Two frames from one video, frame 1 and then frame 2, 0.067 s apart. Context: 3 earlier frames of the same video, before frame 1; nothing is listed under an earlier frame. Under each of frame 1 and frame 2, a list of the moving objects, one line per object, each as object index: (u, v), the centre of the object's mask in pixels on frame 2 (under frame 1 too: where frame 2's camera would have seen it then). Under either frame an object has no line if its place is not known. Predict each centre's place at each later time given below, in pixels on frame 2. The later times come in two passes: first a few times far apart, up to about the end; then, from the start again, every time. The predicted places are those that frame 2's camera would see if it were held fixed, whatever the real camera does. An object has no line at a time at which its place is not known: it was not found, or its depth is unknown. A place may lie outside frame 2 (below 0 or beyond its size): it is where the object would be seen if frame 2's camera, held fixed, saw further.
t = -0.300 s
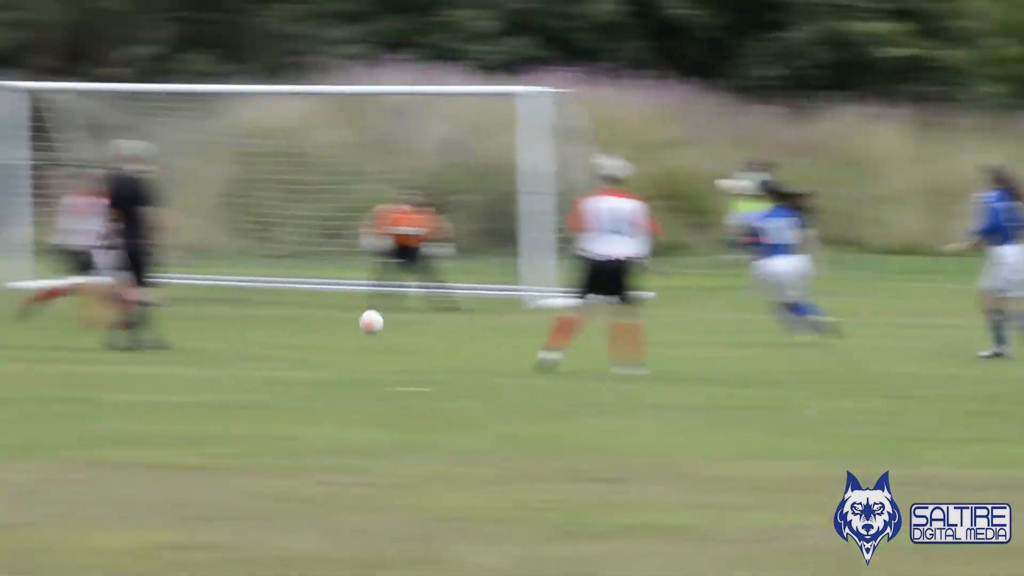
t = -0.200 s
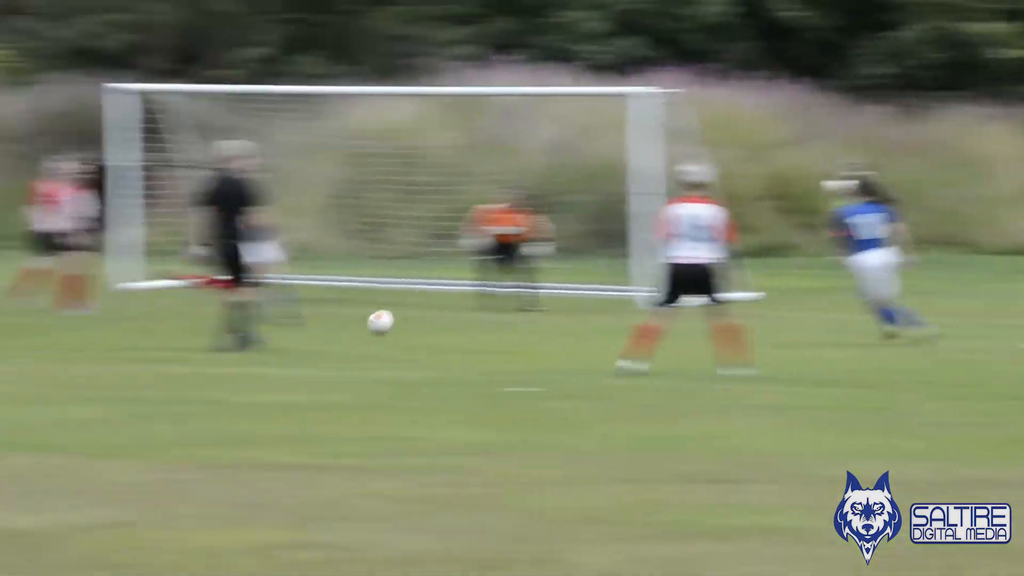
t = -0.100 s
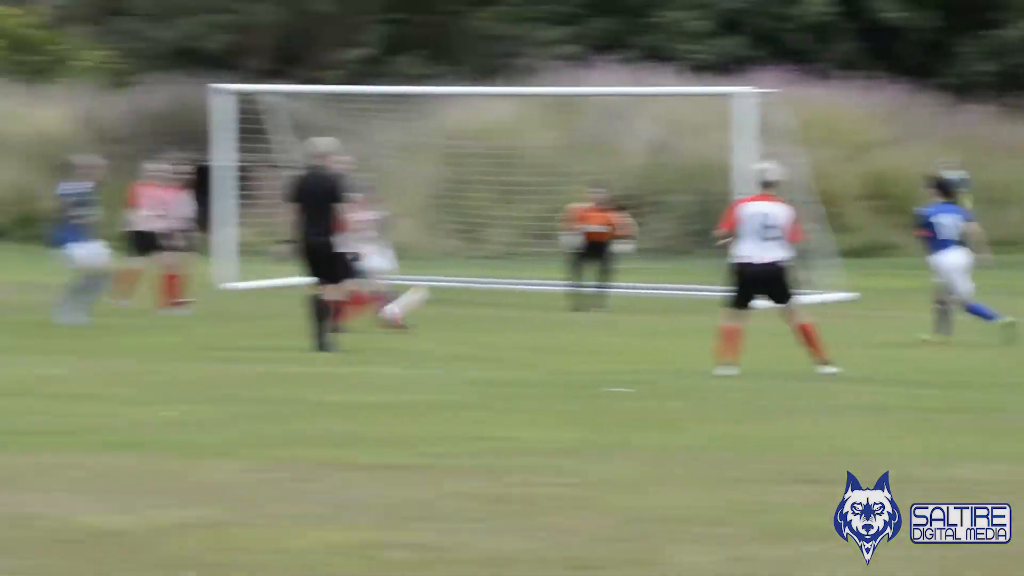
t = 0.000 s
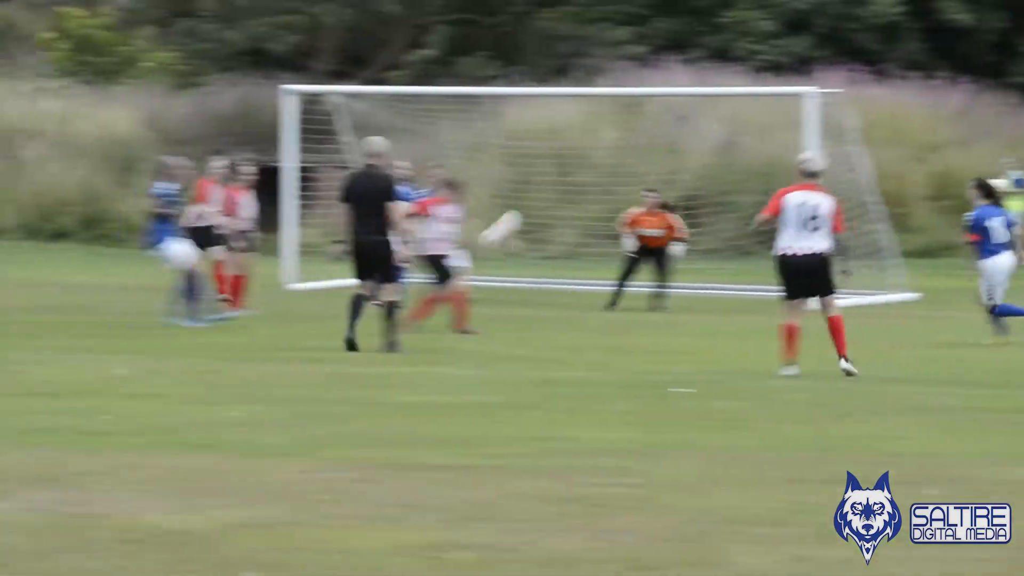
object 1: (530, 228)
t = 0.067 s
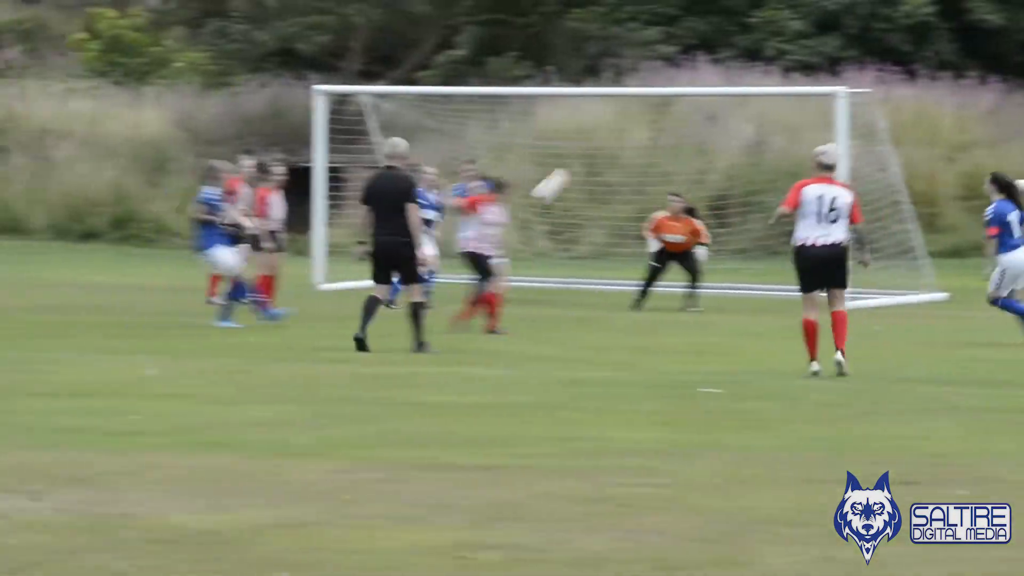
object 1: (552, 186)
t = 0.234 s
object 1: (600, 103)
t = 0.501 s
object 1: (669, 32)
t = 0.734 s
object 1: (720, 31)
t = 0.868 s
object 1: (746, 53)
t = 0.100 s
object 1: (562, 166)
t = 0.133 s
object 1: (572, 148)
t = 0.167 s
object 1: (582, 131)
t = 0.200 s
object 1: (592, 115)
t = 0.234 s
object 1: (600, 103)
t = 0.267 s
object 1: (610, 89)
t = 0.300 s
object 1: (619, 77)
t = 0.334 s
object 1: (627, 67)
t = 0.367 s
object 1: (636, 58)
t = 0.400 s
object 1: (644, 50)
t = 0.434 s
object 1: (652, 44)
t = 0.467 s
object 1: (662, 37)
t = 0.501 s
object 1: (669, 32)
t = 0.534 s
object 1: (677, 29)
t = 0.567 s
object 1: (685, 27)
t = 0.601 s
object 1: (692, 26)
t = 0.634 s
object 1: (699, 25)
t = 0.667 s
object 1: (706, 26)
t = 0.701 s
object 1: (713, 28)
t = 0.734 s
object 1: (720, 31)
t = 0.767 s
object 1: (727, 36)
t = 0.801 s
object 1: (733, 40)
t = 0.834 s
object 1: (740, 47)
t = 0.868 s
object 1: (746, 53)
